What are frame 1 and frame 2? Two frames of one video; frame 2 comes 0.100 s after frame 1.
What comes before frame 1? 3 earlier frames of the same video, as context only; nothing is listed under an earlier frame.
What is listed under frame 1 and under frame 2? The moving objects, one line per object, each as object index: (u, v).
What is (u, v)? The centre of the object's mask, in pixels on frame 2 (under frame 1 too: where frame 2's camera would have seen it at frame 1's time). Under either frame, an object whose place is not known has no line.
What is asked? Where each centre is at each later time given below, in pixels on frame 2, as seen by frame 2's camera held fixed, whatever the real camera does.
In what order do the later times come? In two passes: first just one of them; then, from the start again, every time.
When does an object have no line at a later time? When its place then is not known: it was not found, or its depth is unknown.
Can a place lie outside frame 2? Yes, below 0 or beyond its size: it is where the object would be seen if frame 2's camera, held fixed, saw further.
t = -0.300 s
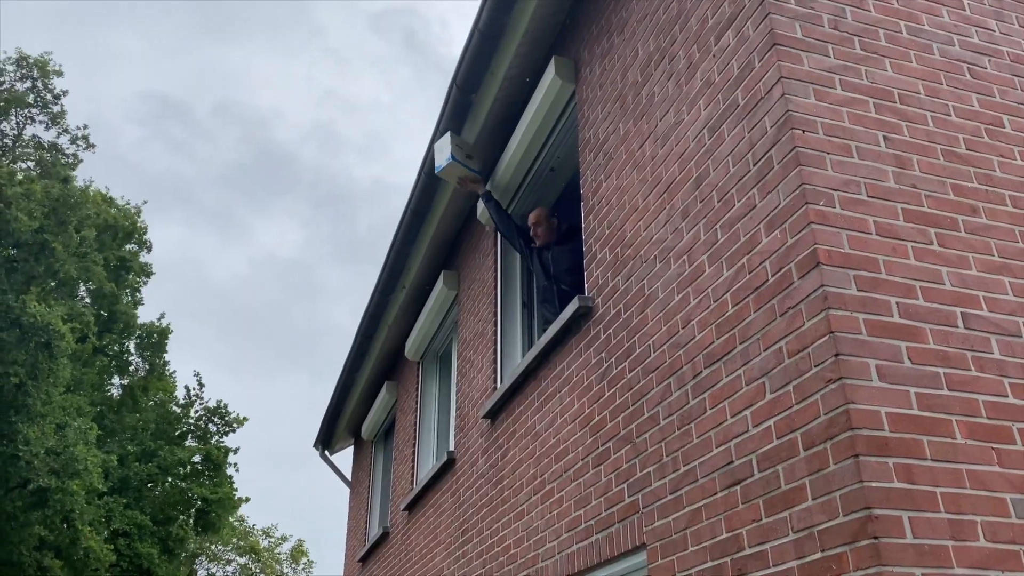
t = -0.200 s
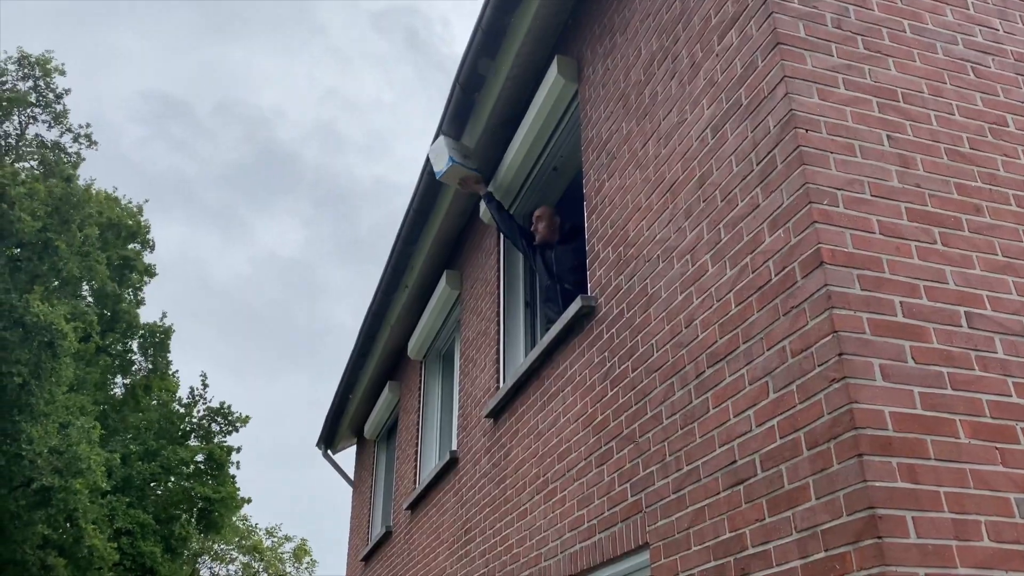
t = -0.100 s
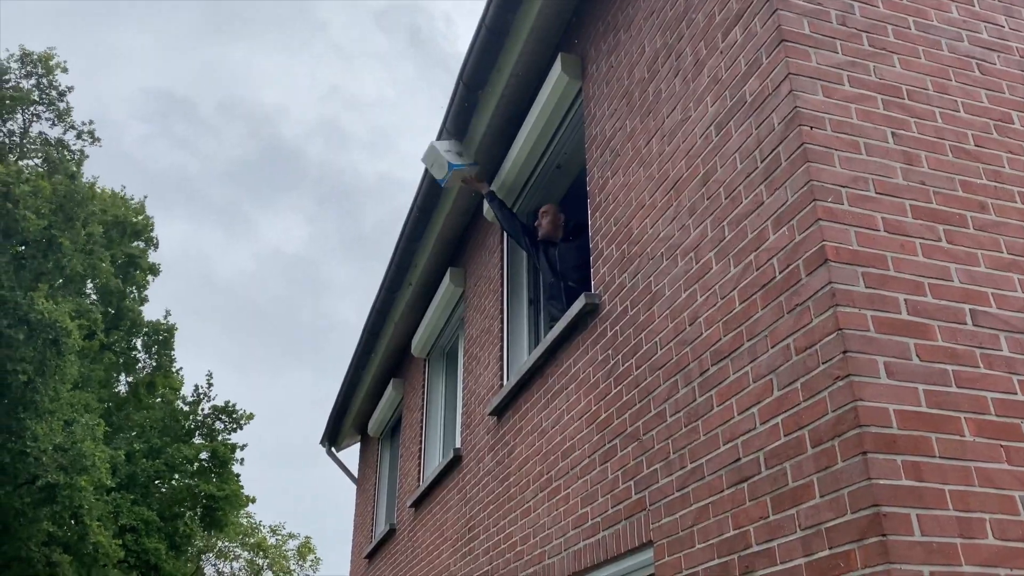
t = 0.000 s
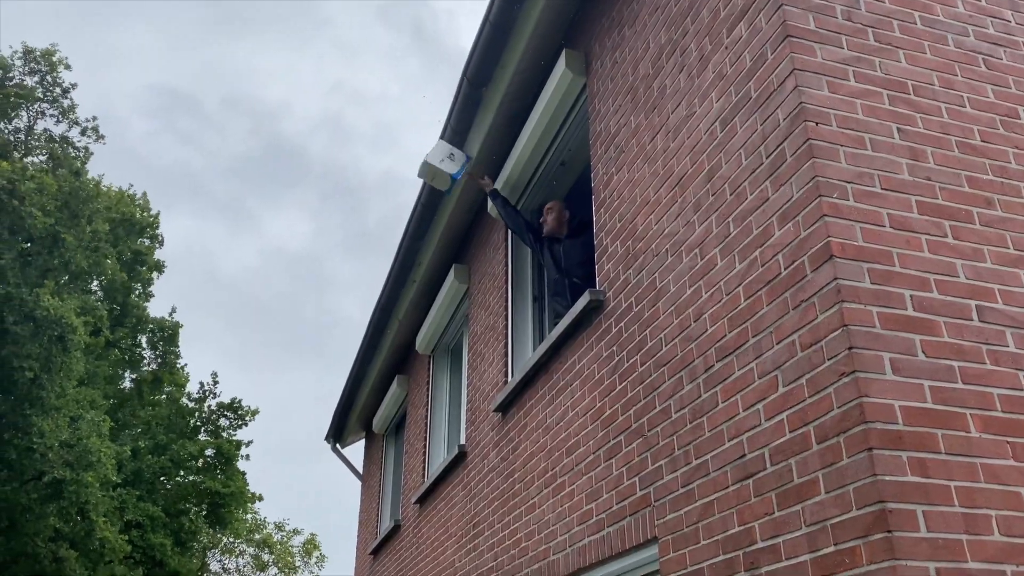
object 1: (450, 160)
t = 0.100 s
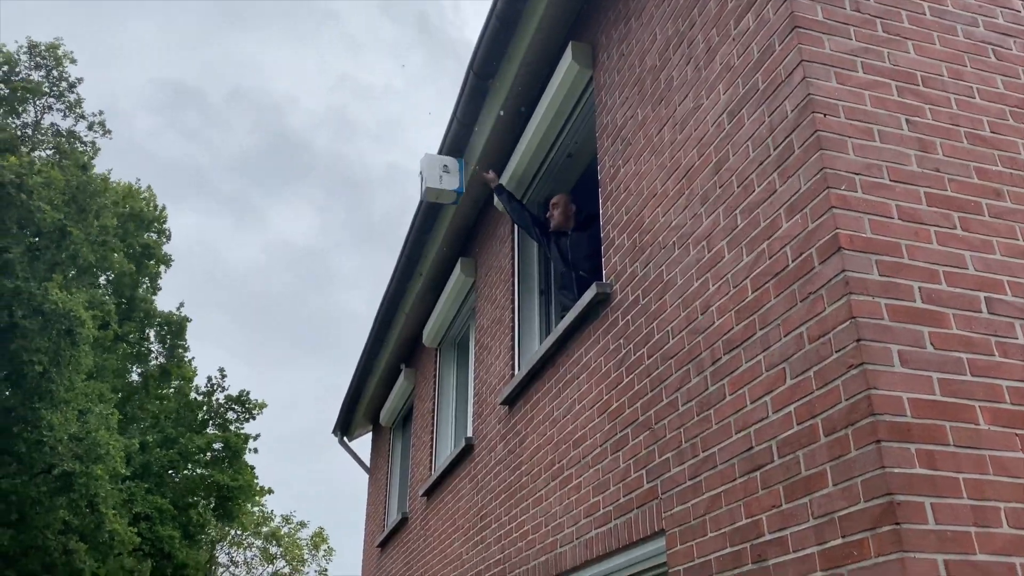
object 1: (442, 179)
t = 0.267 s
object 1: (426, 237)
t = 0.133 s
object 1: (438, 188)
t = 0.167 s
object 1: (435, 198)
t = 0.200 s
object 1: (432, 210)
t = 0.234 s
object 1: (429, 222)
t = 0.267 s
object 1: (426, 237)
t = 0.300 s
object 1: (423, 252)
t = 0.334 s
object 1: (420, 268)
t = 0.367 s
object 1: (416, 286)
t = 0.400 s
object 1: (413, 305)
